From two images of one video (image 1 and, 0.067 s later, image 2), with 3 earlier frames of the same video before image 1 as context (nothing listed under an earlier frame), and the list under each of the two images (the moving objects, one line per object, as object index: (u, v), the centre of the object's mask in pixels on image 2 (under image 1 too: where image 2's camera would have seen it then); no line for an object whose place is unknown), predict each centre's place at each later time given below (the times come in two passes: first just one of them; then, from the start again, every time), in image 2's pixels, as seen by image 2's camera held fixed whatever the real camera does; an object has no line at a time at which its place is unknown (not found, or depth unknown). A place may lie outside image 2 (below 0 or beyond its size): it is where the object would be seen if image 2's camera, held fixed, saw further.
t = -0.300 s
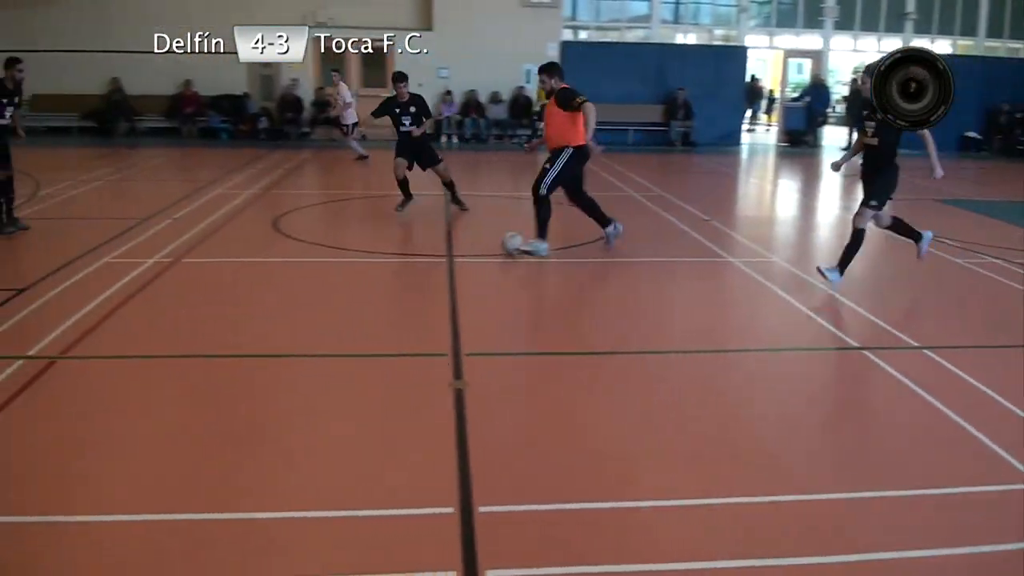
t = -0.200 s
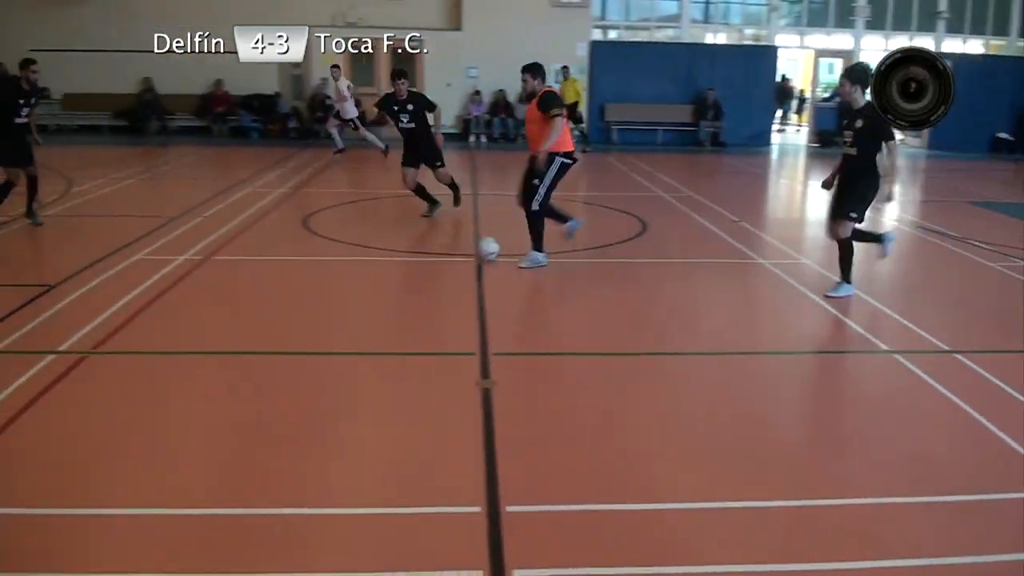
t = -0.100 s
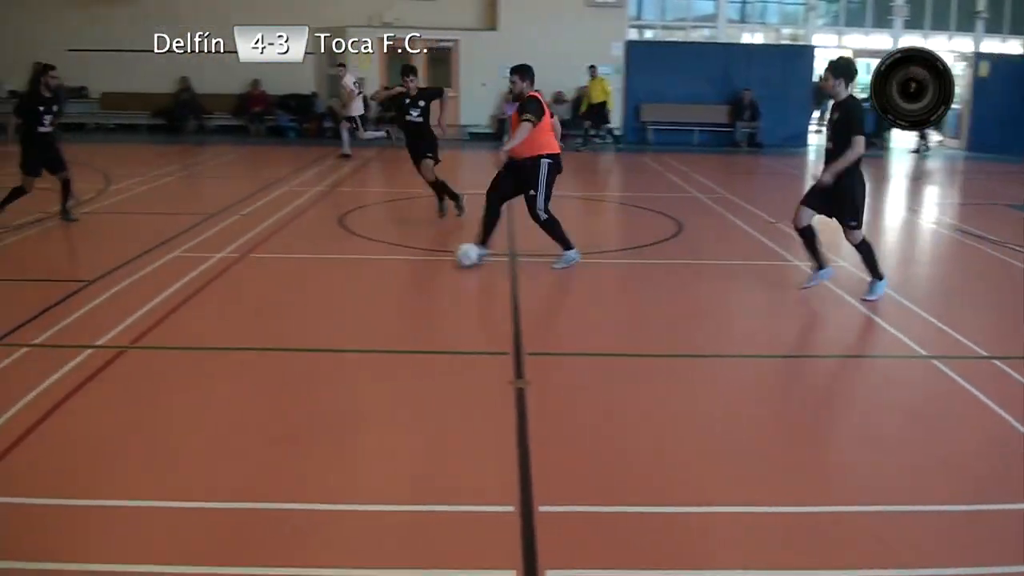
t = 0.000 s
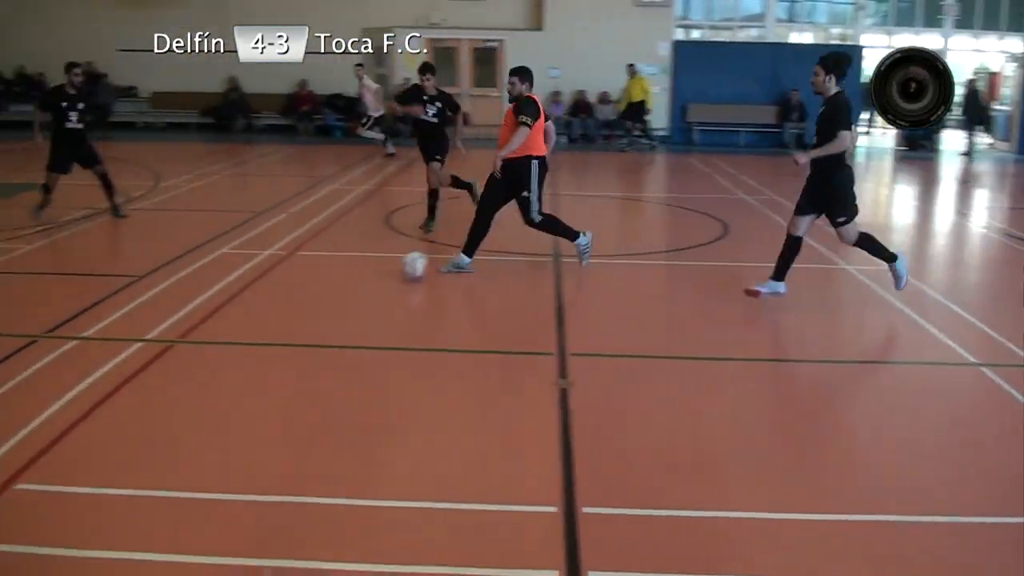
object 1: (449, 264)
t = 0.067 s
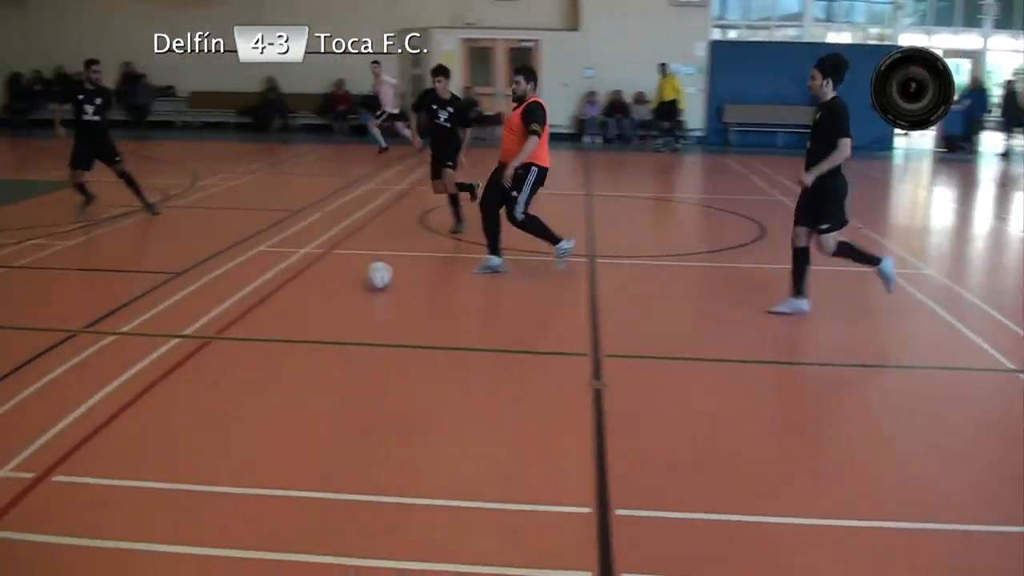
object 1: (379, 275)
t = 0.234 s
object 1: (194, 300)
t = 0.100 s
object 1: (343, 280)
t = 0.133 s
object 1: (307, 286)
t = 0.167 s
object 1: (270, 289)
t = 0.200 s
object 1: (232, 294)
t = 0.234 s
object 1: (194, 300)
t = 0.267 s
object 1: (153, 304)
